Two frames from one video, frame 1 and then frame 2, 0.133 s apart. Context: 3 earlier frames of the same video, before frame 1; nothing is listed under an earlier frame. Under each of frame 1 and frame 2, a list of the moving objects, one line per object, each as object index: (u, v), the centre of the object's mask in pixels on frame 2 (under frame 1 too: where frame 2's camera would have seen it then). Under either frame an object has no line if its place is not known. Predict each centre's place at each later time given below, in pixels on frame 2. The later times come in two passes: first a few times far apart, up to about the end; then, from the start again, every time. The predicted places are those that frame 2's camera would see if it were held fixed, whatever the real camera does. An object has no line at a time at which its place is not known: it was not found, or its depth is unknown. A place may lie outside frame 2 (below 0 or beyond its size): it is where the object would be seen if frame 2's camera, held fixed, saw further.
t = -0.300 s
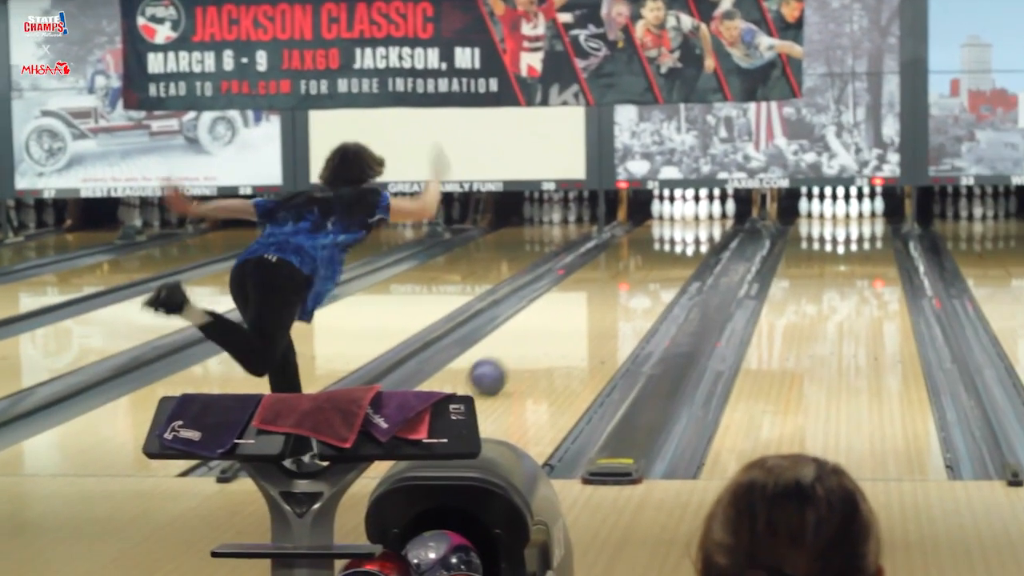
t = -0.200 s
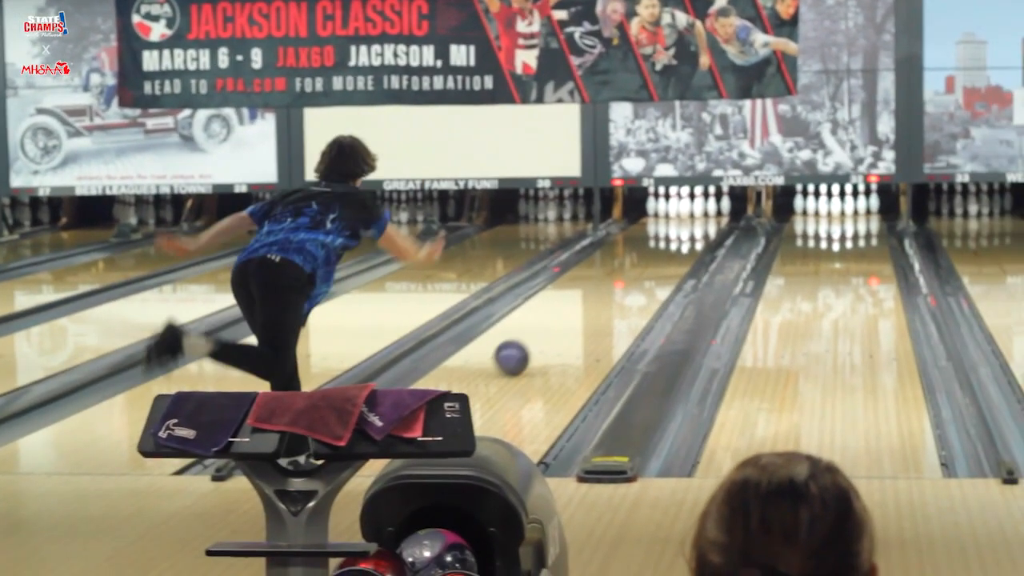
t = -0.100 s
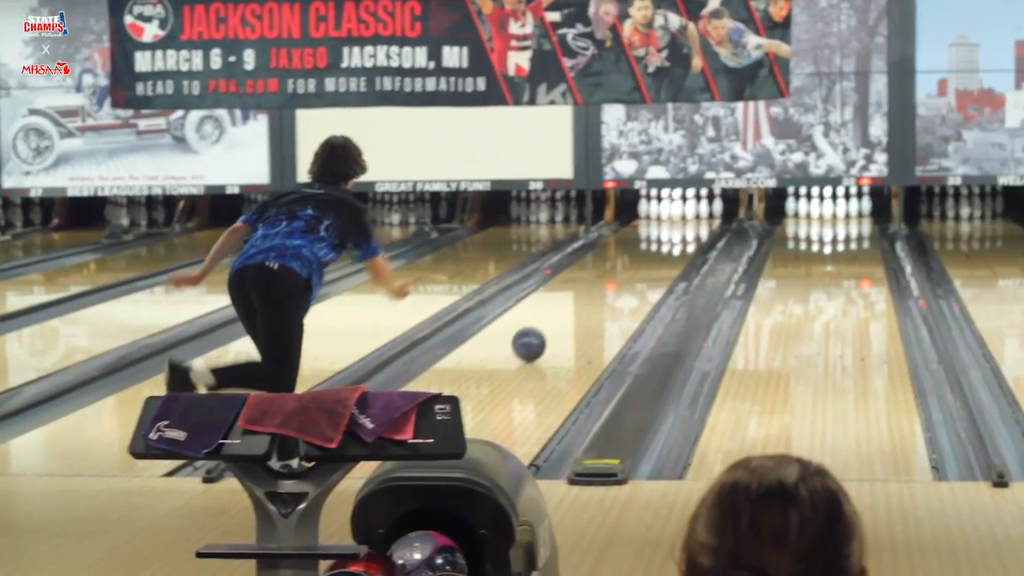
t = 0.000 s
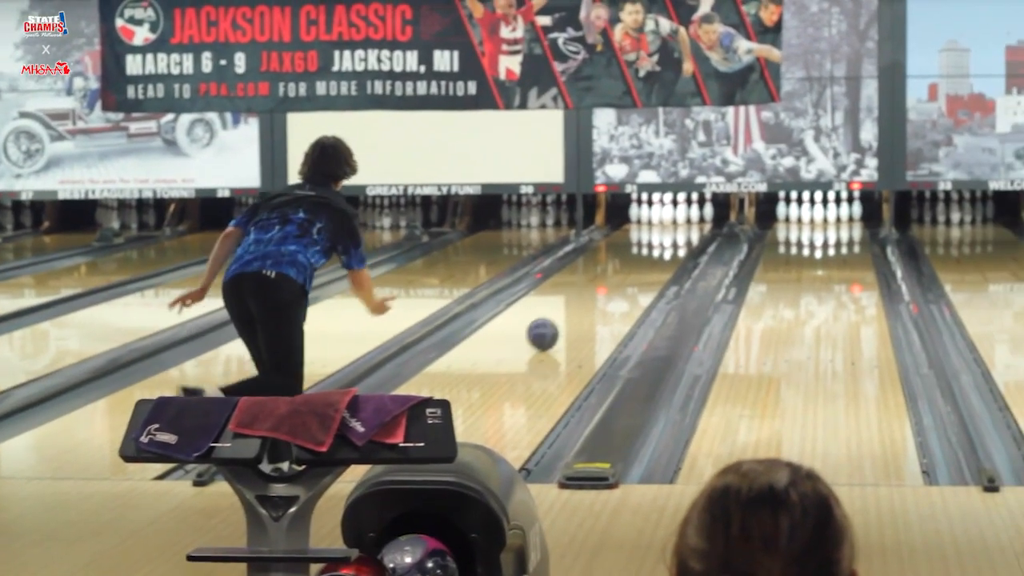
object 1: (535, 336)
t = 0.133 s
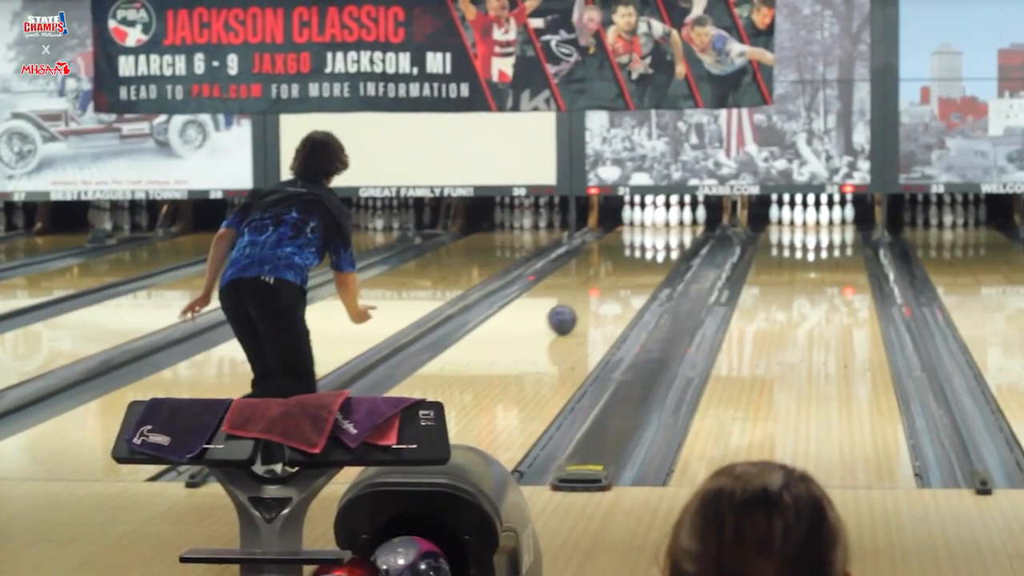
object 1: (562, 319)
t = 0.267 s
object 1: (585, 305)
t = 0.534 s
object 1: (623, 280)
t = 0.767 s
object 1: (648, 264)
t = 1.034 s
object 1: (668, 247)
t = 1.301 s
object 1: (677, 234)
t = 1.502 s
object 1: (676, 227)
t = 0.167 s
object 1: (568, 315)
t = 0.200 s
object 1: (574, 311)
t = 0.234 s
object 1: (580, 308)
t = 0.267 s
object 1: (585, 305)
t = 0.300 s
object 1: (590, 300)
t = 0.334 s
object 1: (595, 297)
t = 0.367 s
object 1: (601, 294)
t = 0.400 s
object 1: (605, 291)
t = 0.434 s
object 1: (610, 288)
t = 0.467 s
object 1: (614, 285)
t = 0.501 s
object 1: (618, 282)
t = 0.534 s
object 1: (623, 280)
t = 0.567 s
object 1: (626, 277)
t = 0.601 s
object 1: (630, 275)
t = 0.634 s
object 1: (634, 273)
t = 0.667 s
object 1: (638, 269)
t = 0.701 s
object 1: (641, 268)
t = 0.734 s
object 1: (645, 266)
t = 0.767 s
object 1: (648, 264)
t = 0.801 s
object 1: (650, 261)
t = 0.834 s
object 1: (653, 259)
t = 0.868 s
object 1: (656, 257)
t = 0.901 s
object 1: (659, 255)
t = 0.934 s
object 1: (661, 253)
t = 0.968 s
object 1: (663, 251)
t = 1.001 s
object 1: (665, 249)
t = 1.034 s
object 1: (668, 247)
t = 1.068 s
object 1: (671, 246)
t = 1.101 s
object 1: (672, 244)
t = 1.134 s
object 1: (673, 242)
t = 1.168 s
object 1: (674, 241)
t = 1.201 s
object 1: (675, 239)
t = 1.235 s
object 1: (676, 238)
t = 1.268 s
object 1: (676, 236)
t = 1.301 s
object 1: (677, 234)
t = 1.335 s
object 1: (677, 233)
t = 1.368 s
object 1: (677, 232)
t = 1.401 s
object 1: (677, 231)
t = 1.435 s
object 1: (676, 229)
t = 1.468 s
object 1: (676, 228)
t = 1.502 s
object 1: (676, 227)
